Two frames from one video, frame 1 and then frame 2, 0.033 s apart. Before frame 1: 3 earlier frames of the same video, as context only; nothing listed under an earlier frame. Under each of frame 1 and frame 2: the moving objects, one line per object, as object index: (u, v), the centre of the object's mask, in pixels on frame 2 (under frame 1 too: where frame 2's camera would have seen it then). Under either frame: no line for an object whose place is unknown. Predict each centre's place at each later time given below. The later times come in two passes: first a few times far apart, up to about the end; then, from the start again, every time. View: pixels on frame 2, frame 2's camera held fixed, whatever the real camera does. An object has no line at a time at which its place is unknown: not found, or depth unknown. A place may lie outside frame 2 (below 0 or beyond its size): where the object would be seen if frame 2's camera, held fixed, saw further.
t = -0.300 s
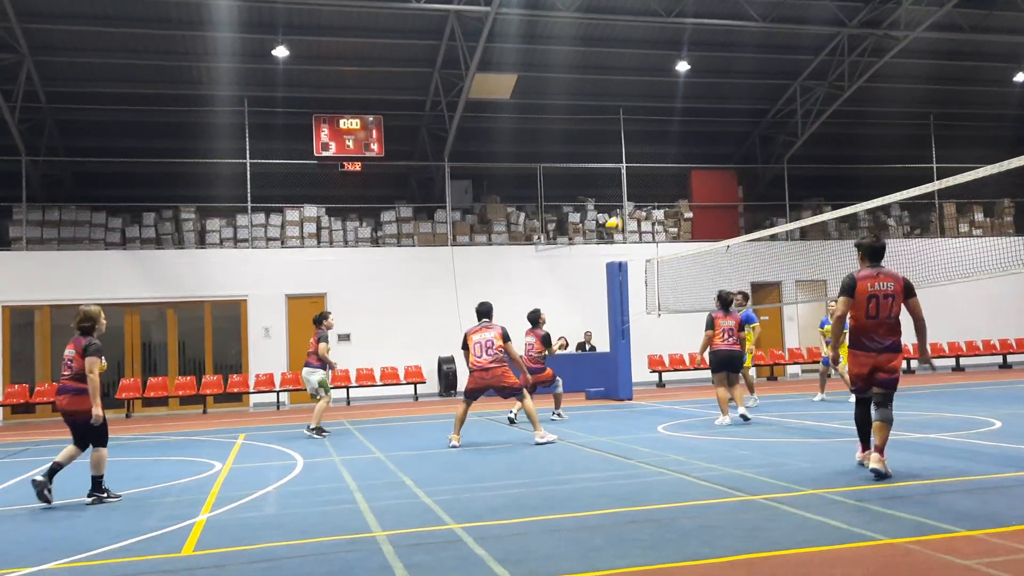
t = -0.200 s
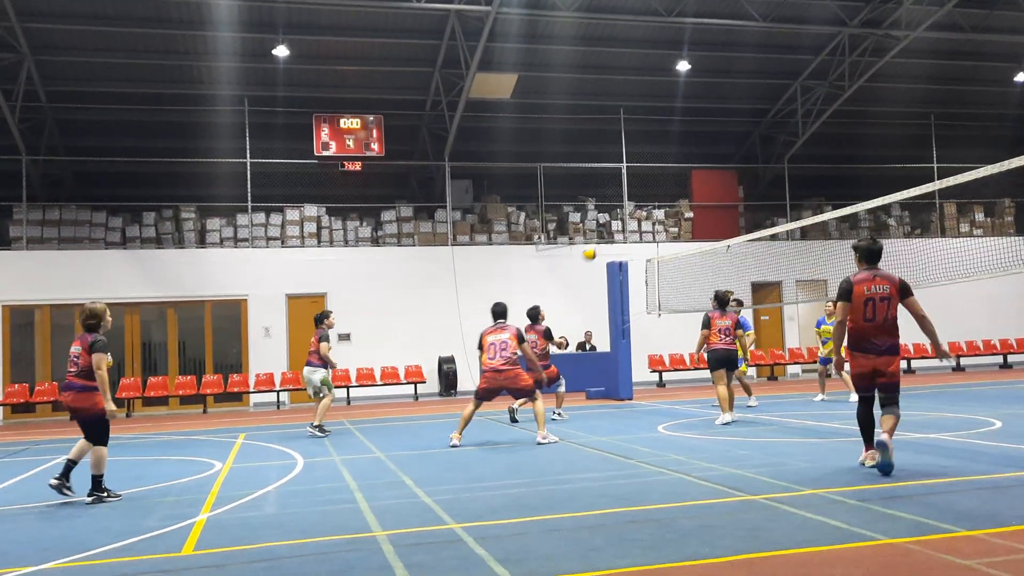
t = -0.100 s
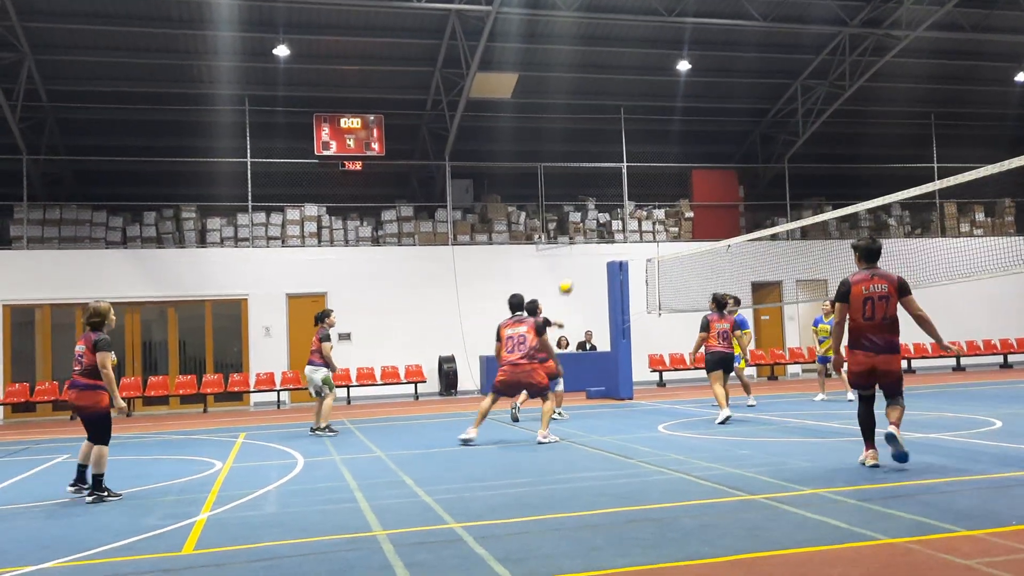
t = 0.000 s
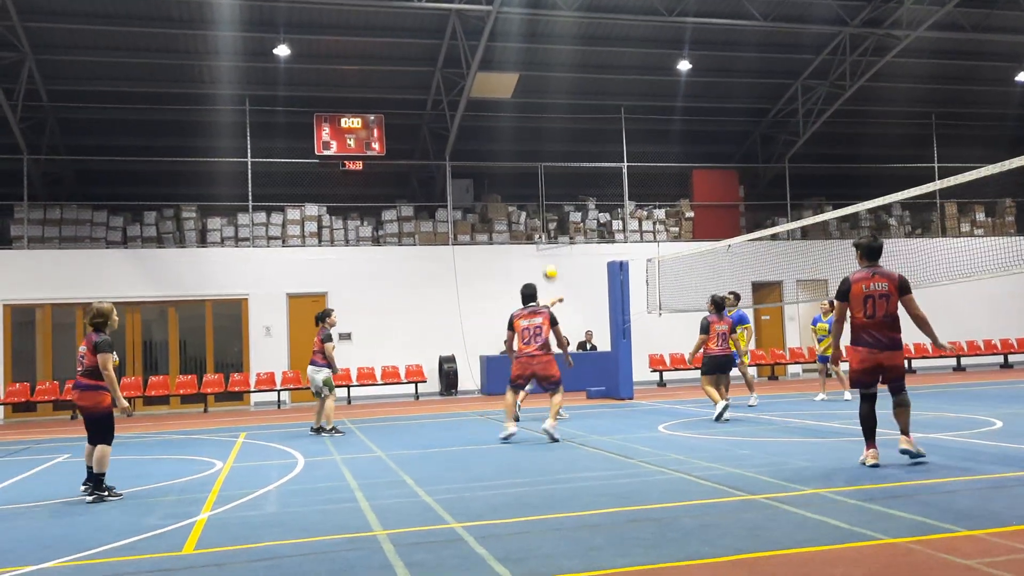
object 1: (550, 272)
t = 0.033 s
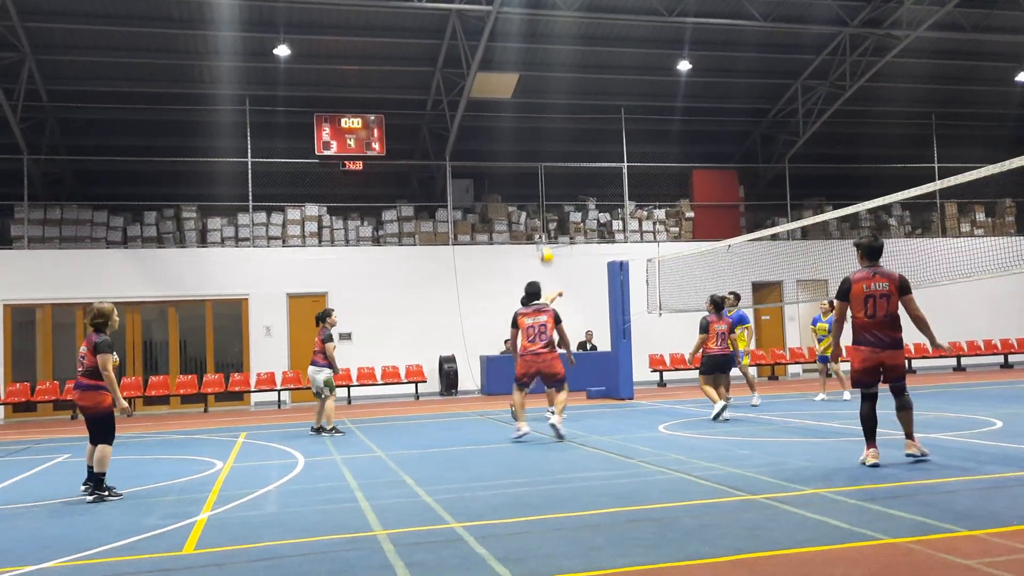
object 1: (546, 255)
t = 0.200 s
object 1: (527, 182)
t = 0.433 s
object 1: (501, 106)
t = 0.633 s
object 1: (478, 72)
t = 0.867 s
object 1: (453, 68)
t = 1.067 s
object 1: (431, 97)
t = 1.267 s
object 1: (410, 158)
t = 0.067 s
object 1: (542, 238)
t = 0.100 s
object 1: (539, 223)
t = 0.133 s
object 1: (535, 208)
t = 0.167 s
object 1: (531, 195)
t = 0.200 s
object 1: (527, 182)
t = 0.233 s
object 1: (524, 169)
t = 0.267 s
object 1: (520, 155)
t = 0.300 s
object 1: (516, 145)
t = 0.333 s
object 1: (512, 134)
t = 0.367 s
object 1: (508, 124)
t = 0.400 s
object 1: (505, 115)
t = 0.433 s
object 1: (501, 106)
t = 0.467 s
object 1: (498, 99)
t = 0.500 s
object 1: (494, 92)
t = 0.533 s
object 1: (490, 85)
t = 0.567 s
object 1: (486, 80)
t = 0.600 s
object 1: (482, 75)
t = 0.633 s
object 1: (478, 72)
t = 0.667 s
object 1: (475, 69)
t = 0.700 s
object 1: (471, 66)
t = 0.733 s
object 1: (468, 65)
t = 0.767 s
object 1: (464, 65)
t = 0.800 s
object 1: (460, 65)
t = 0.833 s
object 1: (457, 66)
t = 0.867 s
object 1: (453, 68)
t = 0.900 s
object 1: (449, 70)
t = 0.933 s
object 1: (445, 74)
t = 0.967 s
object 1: (442, 78)
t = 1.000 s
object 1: (438, 83)
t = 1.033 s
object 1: (435, 90)
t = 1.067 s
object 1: (431, 97)
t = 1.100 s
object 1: (428, 105)
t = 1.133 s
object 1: (424, 114)
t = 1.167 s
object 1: (420, 123)
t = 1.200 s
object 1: (417, 134)
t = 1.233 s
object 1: (414, 145)
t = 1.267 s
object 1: (410, 158)
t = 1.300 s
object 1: (407, 172)
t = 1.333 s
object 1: (404, 186)
